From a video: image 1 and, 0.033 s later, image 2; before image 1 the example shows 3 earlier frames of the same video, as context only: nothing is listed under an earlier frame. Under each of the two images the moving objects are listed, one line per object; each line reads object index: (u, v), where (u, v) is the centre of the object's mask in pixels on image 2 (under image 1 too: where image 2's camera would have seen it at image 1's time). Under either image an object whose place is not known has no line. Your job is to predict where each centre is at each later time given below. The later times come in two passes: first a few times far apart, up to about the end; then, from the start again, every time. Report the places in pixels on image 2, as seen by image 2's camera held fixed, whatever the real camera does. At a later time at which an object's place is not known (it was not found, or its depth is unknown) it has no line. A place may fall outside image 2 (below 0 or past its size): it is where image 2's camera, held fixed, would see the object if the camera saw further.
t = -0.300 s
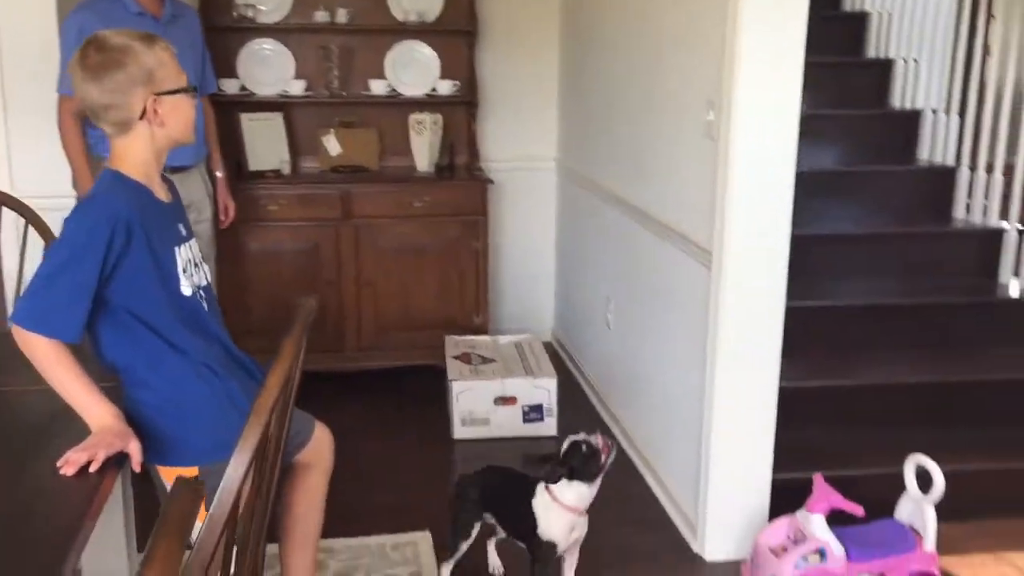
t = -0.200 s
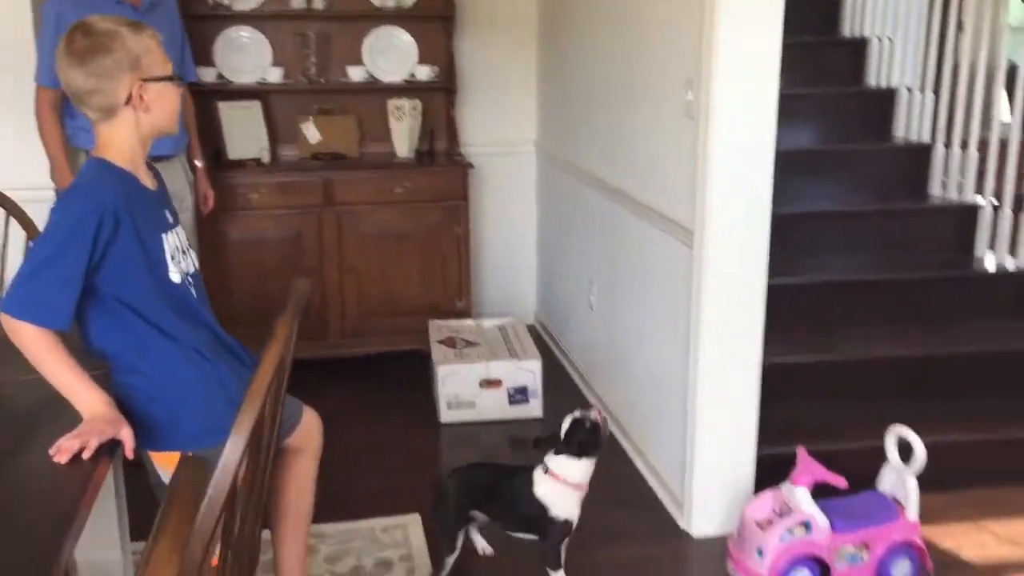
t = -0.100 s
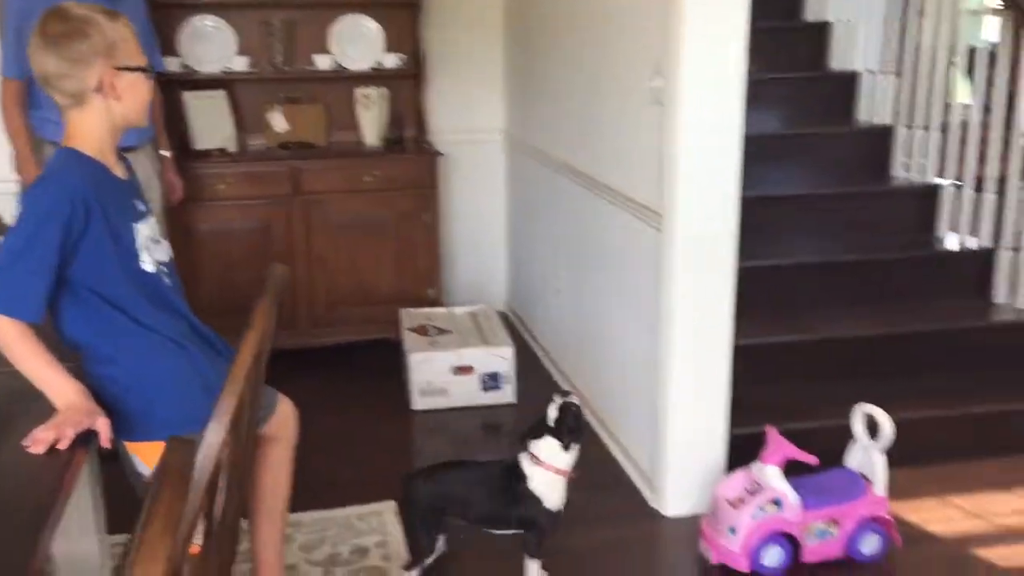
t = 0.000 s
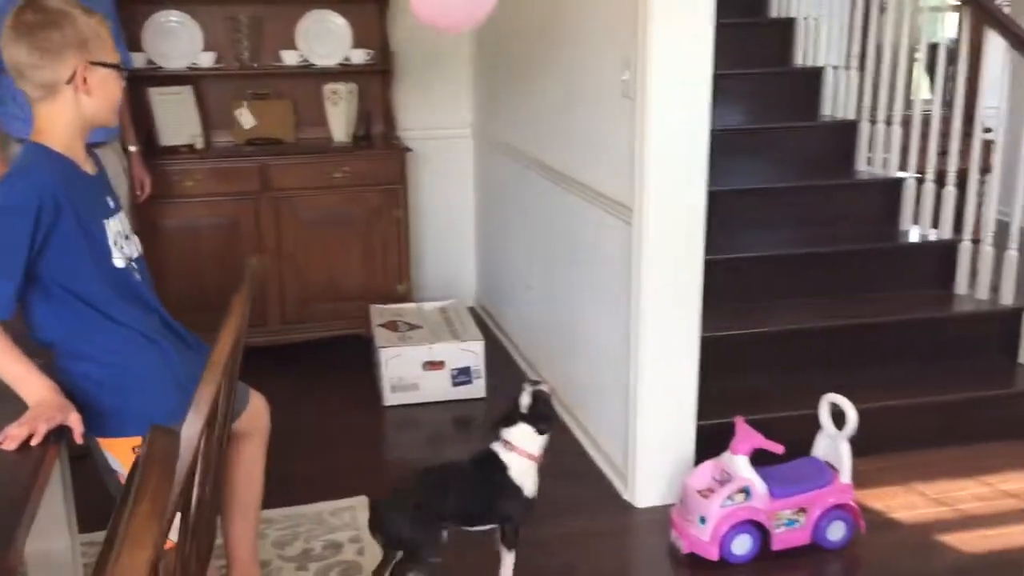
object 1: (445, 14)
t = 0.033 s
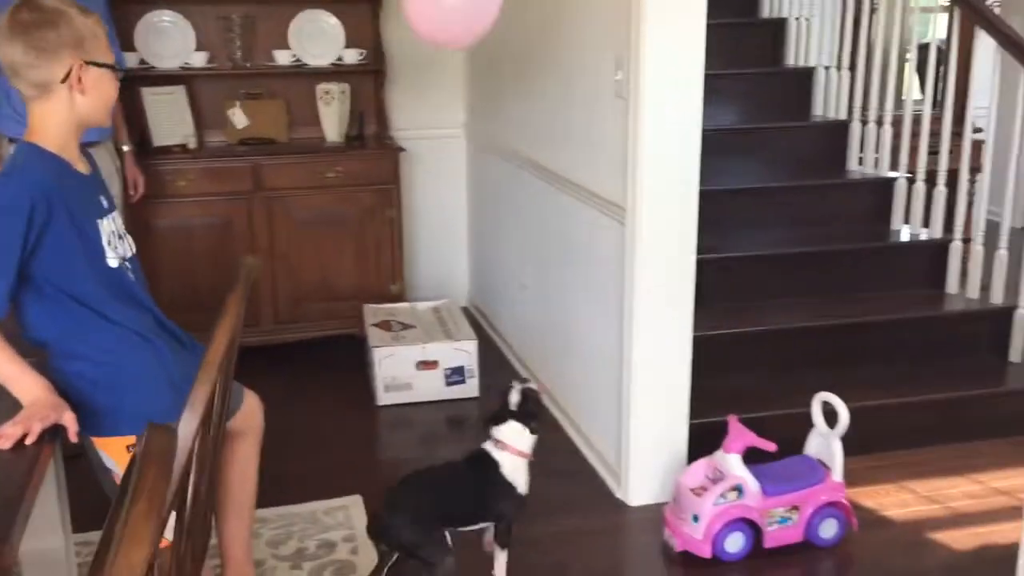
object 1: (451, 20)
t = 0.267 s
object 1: (502, 95)
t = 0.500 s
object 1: (548, 186)
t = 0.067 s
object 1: (459, 27)
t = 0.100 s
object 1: (467, 34)
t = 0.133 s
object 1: (475, 42)
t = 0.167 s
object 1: (482, 54)
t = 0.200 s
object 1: (489, 68)
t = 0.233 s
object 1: (496, 82)
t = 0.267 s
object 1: (502, 95)
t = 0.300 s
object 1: (509, 108)
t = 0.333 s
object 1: (515, 121)
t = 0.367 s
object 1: (523, 133)
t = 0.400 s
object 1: (528, 147)
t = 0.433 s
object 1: (535, 159)
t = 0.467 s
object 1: (542, 173)
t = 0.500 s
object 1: (548, 186)
